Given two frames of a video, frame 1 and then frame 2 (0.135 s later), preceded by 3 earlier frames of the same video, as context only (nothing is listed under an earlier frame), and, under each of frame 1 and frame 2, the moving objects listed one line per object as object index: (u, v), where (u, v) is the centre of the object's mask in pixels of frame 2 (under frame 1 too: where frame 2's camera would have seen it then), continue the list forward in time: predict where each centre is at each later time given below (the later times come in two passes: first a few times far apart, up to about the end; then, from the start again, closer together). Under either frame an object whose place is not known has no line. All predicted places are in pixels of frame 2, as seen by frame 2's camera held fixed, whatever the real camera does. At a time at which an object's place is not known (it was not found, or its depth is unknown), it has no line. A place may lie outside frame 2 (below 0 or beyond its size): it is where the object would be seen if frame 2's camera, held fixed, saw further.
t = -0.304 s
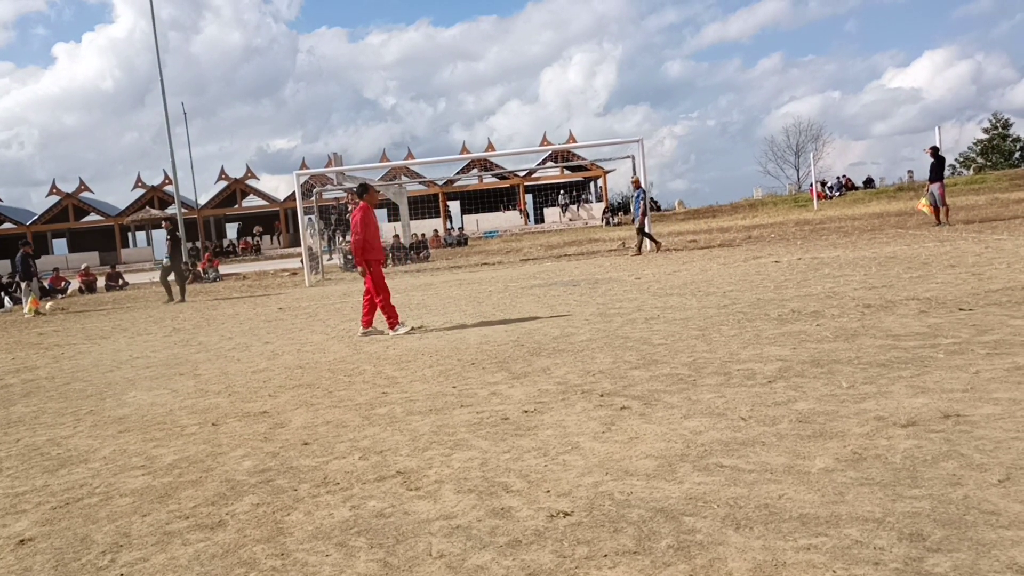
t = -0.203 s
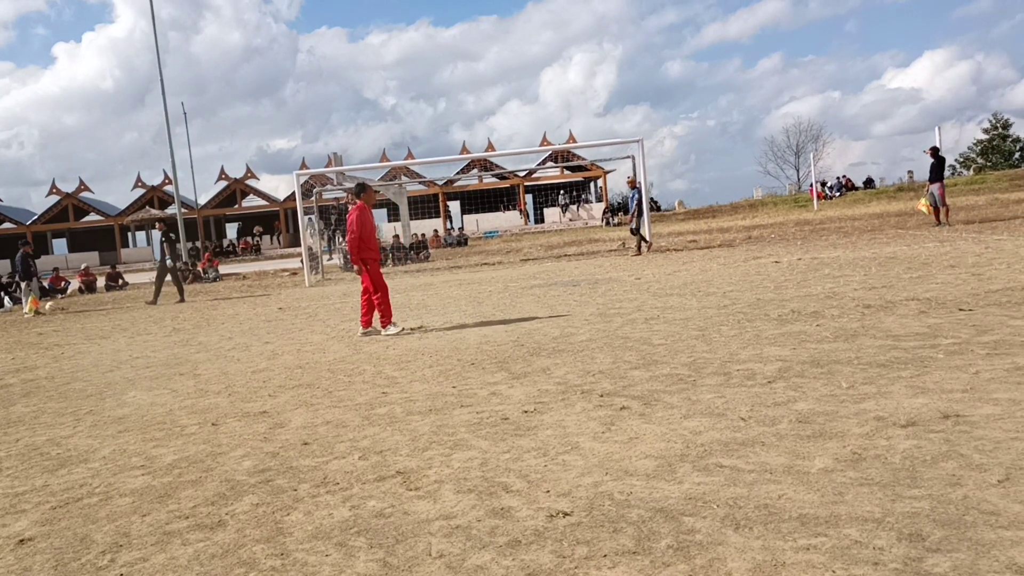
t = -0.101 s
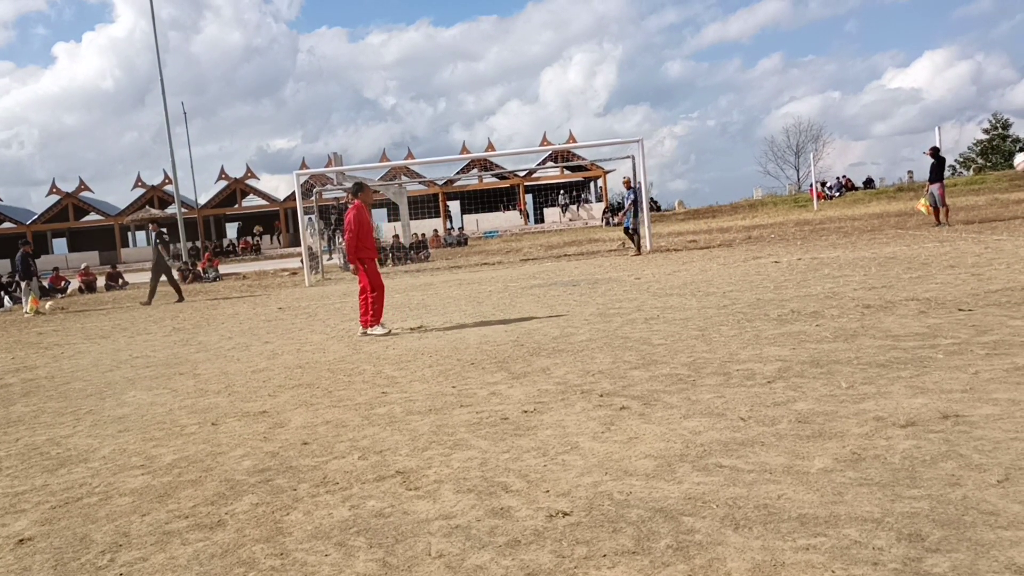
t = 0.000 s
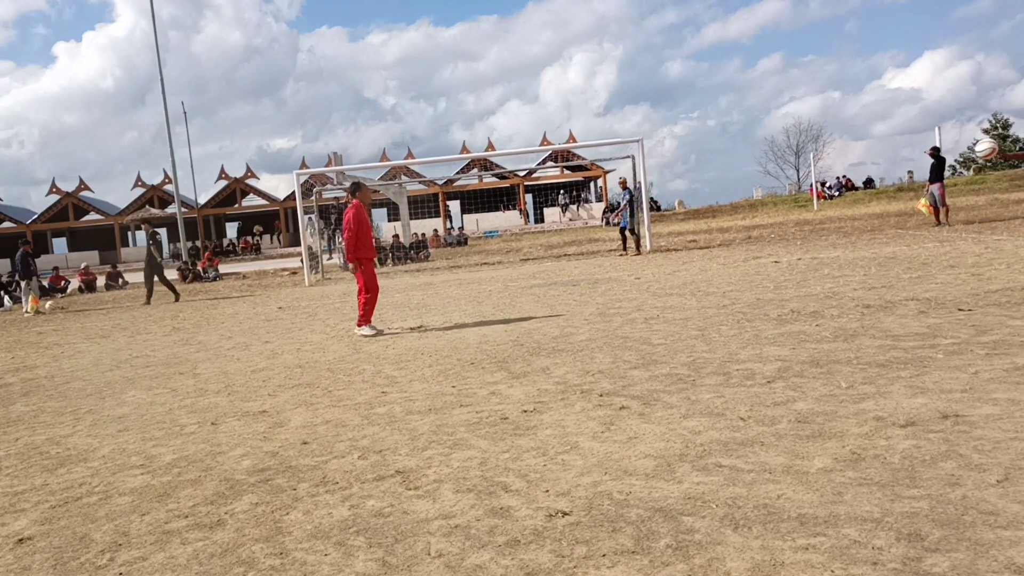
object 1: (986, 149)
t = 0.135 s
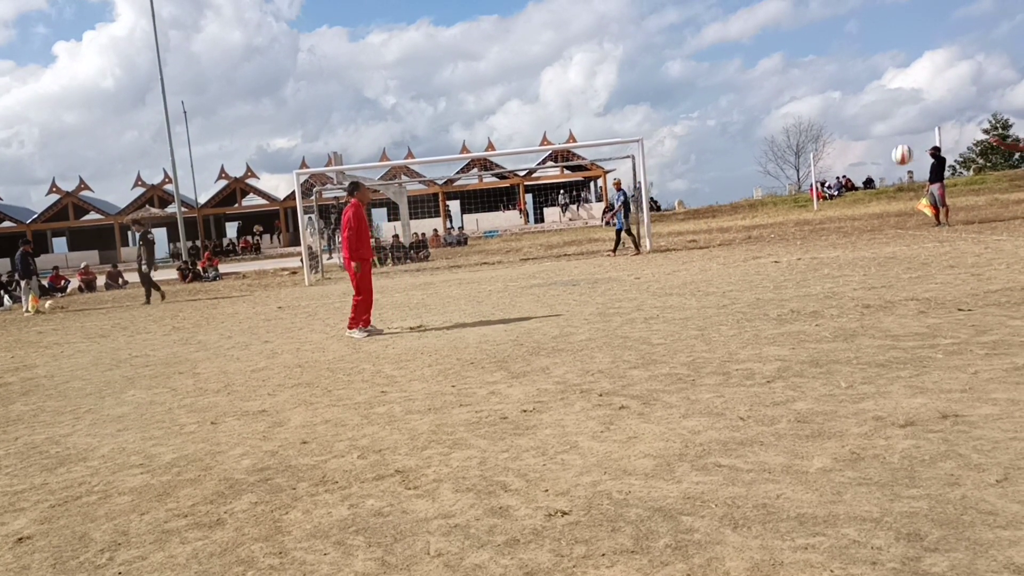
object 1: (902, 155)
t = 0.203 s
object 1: (861, 164)
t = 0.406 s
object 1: (742, 214)
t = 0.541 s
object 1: (667, 268)
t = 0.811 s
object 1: (581, 241)
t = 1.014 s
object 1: (536, 222)
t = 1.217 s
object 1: (491, 239)
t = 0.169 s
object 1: (882, 159)
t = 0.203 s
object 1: (861, 164)
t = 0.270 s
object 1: (822, 177)
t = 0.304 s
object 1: (801, 186)
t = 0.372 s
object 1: (761, 204)
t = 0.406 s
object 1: (742, 214)
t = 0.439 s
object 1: (723, 227)
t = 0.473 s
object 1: (704, 240)
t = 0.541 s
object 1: (667, 268)
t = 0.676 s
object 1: (615, 275)
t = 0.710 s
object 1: (607, 265)
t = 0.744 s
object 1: (599, 256)
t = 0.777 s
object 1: (591, 248)
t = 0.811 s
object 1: (581, 241)
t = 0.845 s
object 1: (574, 236)
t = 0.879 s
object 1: (566, 230)
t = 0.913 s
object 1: (559, 228)
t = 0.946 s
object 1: (551, 225)
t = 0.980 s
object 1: (543, 223)
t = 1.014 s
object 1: (536, 222)
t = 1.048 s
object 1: (528, 223)
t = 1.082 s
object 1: (519, 224)
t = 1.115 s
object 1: (513, 227)
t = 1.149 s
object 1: (506, 229)
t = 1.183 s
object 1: (499, 234)
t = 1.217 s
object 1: (491, 239)
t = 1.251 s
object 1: (484, 245)
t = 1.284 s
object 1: (477, 254)
